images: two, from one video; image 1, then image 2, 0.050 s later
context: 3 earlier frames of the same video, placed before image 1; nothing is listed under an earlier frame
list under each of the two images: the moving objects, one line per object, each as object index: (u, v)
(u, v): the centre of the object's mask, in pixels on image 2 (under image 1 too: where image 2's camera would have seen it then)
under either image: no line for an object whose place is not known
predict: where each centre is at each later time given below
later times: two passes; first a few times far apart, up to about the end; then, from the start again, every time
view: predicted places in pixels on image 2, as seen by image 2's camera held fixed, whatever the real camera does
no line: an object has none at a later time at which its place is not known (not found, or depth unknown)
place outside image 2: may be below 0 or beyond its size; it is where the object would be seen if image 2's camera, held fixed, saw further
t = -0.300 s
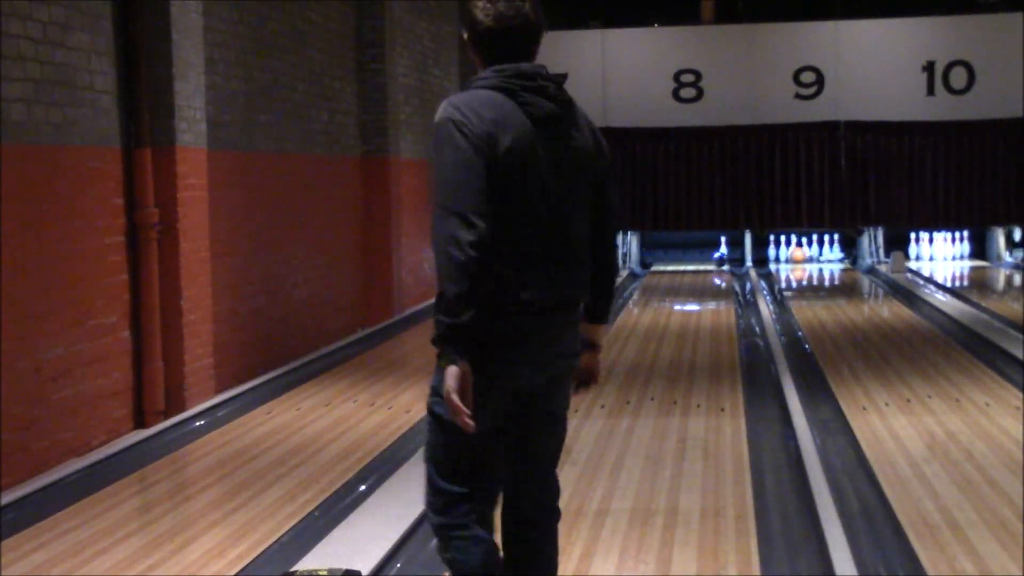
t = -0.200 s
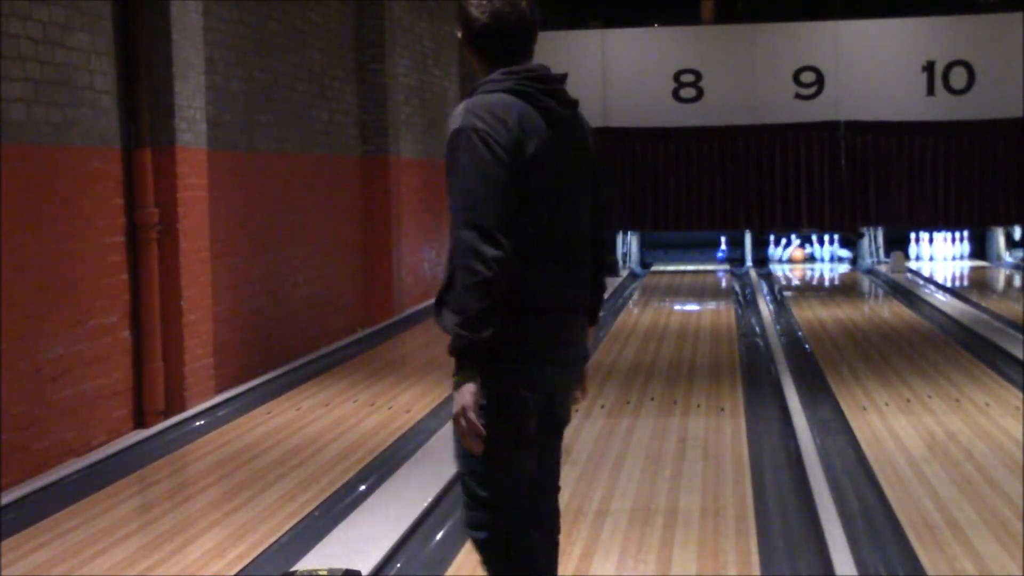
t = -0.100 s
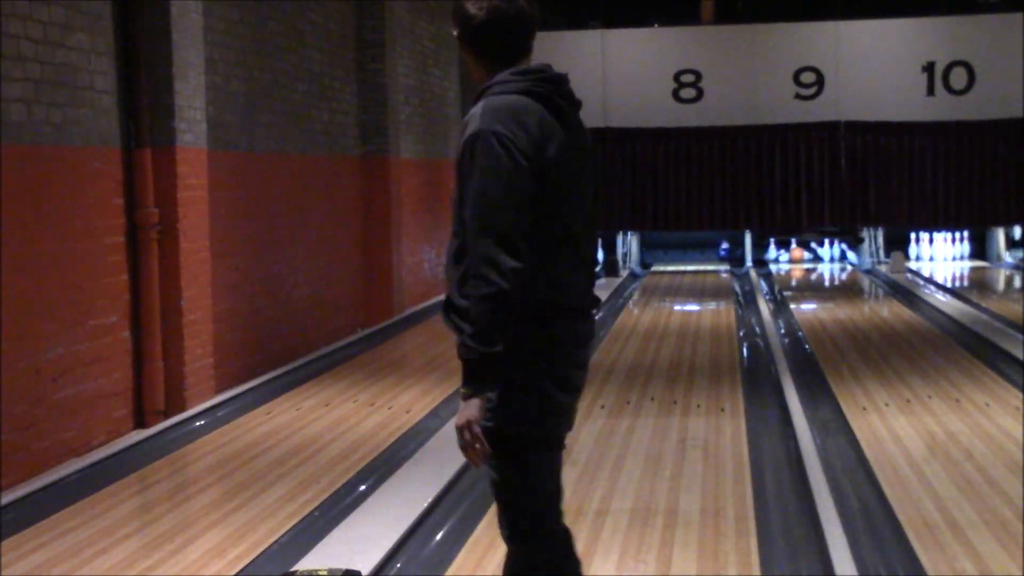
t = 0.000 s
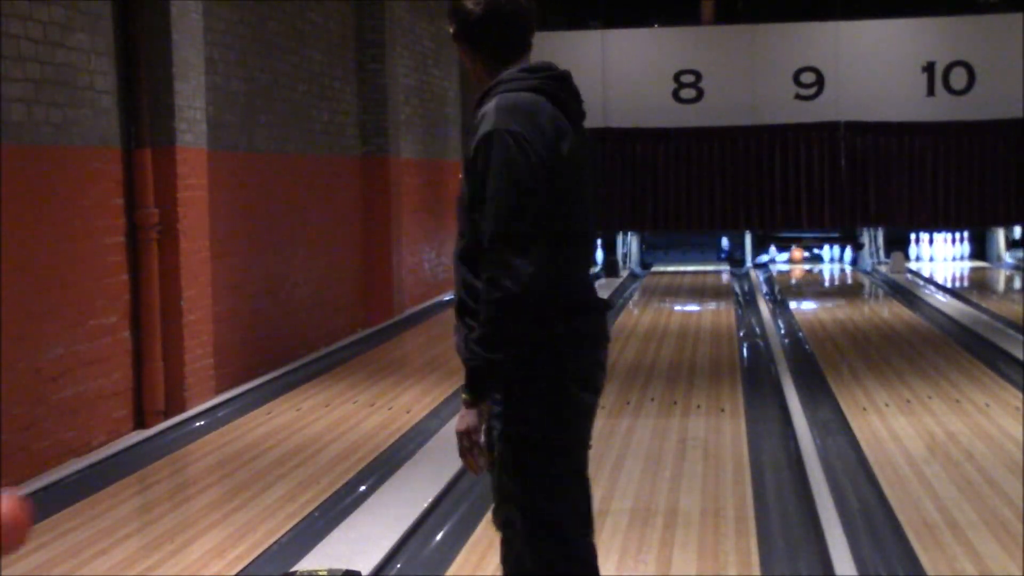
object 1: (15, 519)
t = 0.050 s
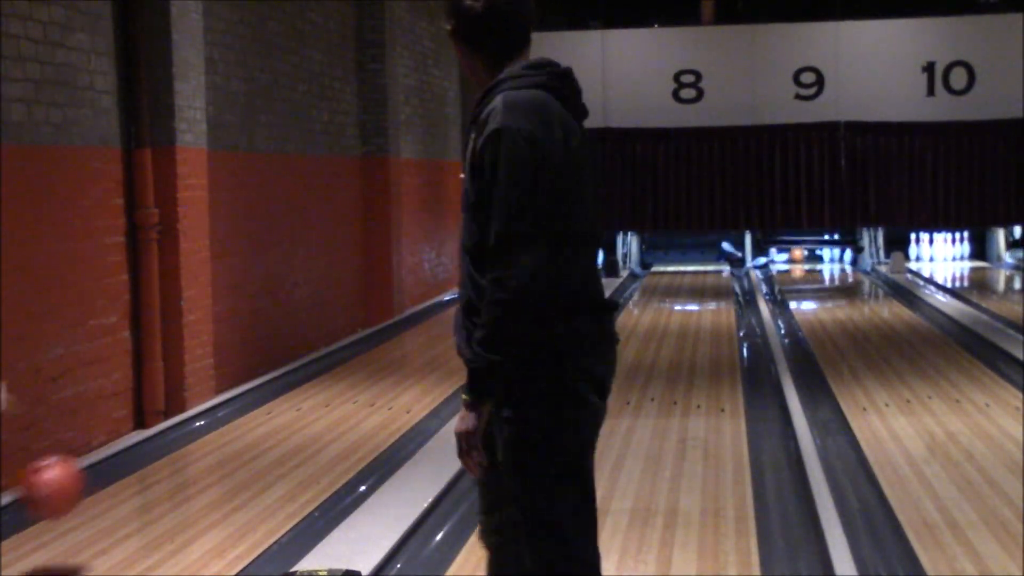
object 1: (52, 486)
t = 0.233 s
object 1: (199, 441)
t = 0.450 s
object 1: (307, 412)
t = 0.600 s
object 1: (355, 383)
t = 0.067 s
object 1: (68, 478)
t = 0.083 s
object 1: (84, 470)
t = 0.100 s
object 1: (99, 464)
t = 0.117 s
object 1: (113, 459)
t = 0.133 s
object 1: (127, 453)
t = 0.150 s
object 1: (140, 449)
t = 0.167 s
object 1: (153, 447)
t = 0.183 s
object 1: (165, 444)
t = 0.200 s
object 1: (177, 442)
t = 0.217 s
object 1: (188, 442)
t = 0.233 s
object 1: (199, 441)
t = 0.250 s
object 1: (209, 441)
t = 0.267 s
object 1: (219, 442)
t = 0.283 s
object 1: (229, 444)
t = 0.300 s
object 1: (239, 446)
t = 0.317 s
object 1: (248, 445)
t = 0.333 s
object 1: (256, 439)
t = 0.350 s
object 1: (264, 434)
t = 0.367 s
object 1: (272, 429)
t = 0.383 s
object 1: (279, 426)
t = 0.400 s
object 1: (286, 421)
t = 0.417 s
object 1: (293, 420)
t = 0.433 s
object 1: (300, 415)
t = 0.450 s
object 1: (307, 412)
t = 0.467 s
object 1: (313, 408)
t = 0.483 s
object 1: (320, 404)
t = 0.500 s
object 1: (325, 401)
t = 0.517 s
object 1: (332, 396)
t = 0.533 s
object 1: (337, 394)
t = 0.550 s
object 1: (343, 391)
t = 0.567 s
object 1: (349, 387)
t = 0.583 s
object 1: (353, 385)
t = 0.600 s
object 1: (355, 383)
